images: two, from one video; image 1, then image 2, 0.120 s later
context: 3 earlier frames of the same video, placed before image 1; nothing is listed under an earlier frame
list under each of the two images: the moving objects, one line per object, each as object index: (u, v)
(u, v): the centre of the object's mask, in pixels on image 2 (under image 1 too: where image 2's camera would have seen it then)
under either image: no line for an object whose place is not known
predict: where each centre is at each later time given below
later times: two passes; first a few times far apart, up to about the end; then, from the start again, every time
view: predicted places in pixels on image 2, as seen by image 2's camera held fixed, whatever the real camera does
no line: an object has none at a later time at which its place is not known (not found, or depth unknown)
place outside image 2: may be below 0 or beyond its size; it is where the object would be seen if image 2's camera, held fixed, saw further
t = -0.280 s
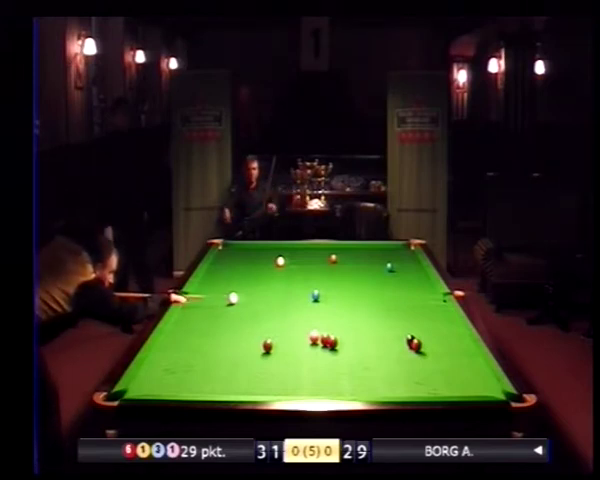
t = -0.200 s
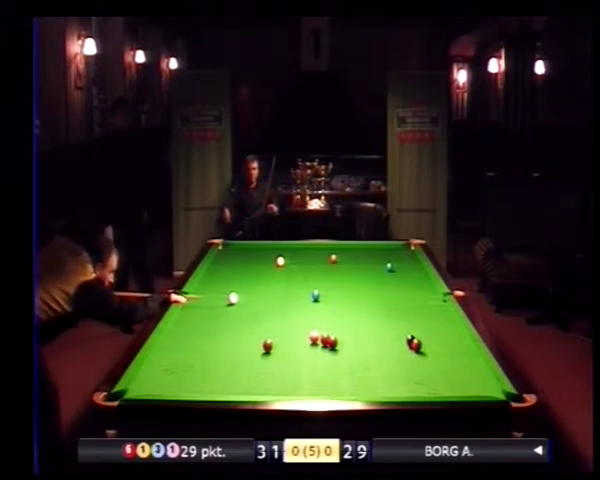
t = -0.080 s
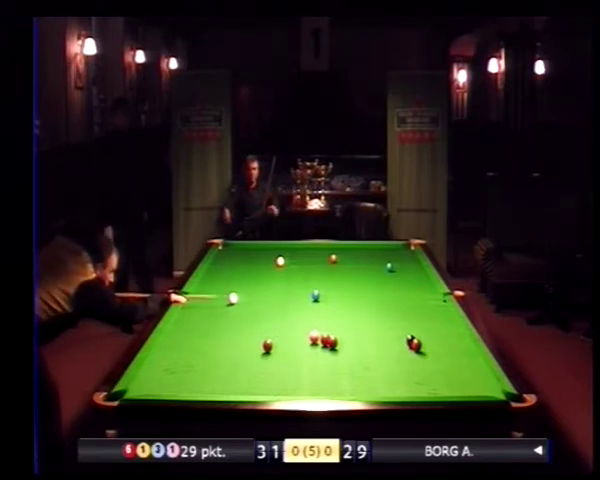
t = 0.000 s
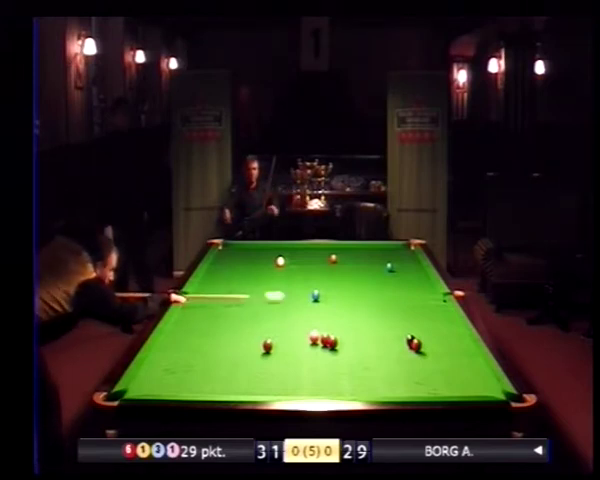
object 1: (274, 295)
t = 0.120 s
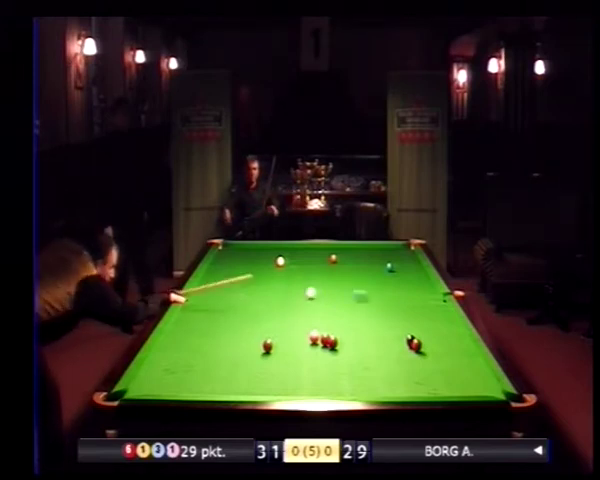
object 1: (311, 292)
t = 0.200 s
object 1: (314, 290)
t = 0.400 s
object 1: (331, 284)
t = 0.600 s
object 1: (358, 279)
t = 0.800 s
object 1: (385, 274)
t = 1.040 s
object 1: (416, 268)
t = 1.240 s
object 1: (405, 263)
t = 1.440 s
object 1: (387, 258)
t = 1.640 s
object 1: (371, 253)
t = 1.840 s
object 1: (356, 250)
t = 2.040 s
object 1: (341, 246)
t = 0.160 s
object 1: (312, 291)
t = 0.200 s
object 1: (314, 290)
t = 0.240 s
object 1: (316, 288)
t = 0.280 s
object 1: (320, 288)
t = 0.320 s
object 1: (323, 286)
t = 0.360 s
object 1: (327, 285)
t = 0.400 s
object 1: (331, 284)
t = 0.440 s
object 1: (336, 283)
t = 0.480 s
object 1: (341, 282)
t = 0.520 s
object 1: (347, 281)
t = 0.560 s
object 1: (352, 280)
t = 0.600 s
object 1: (358, 279)
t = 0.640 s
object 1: (364, 277)
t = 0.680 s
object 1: (369, 276)
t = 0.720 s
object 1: (374, 276)
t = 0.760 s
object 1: (380, 274)
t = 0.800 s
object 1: (385, 274)
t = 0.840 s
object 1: (391, 273)
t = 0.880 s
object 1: (396, 272)
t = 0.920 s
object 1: (401, 271)
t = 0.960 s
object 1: (406, 270)
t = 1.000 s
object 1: (411, 269)
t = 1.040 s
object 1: (416, 268)
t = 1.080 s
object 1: (420, 267)
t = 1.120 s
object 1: (418, 266)
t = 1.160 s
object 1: (413, 265)
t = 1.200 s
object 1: (409, 264)
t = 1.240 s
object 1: (405, 263)
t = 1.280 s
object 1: (401, 262)
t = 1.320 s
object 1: (398, 261)
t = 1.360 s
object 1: (394, 260)
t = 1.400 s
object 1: (390, 258)
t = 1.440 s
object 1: (387, 258)
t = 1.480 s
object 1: (384, 257)
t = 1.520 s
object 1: (380, 257)
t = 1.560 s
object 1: (377, 255)
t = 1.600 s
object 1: (374, 255)
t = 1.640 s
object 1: (371, 253)
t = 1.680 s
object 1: (368, 253)
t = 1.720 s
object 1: (364, 252)
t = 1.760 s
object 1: (362, 251)
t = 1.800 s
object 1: (359, 250)
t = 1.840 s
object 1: (356, 250)
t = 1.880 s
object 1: (353, 249)
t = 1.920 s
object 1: (350, 248)
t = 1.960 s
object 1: (347, 247)
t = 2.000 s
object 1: (344, 246)
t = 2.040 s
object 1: (341, 246)
